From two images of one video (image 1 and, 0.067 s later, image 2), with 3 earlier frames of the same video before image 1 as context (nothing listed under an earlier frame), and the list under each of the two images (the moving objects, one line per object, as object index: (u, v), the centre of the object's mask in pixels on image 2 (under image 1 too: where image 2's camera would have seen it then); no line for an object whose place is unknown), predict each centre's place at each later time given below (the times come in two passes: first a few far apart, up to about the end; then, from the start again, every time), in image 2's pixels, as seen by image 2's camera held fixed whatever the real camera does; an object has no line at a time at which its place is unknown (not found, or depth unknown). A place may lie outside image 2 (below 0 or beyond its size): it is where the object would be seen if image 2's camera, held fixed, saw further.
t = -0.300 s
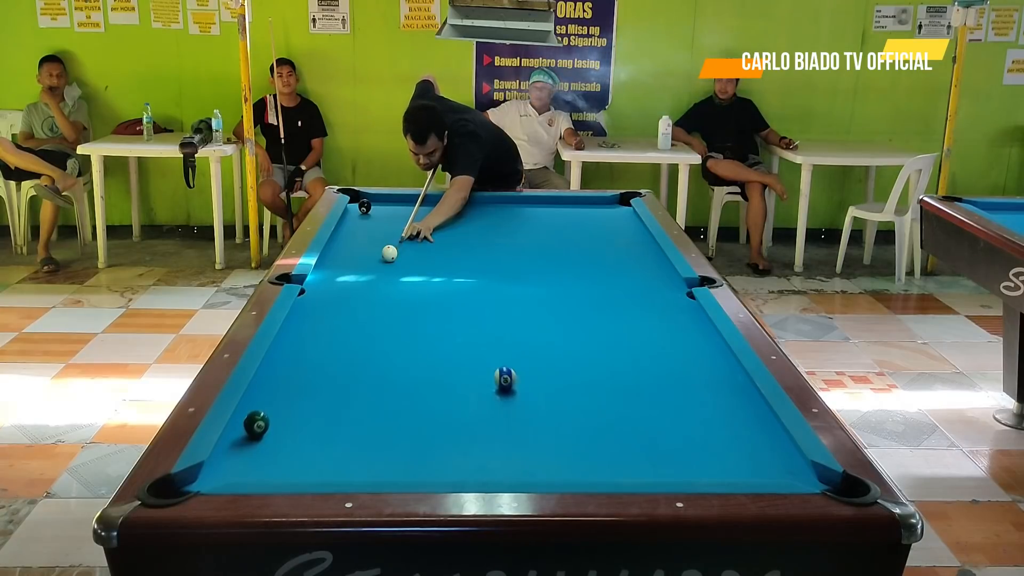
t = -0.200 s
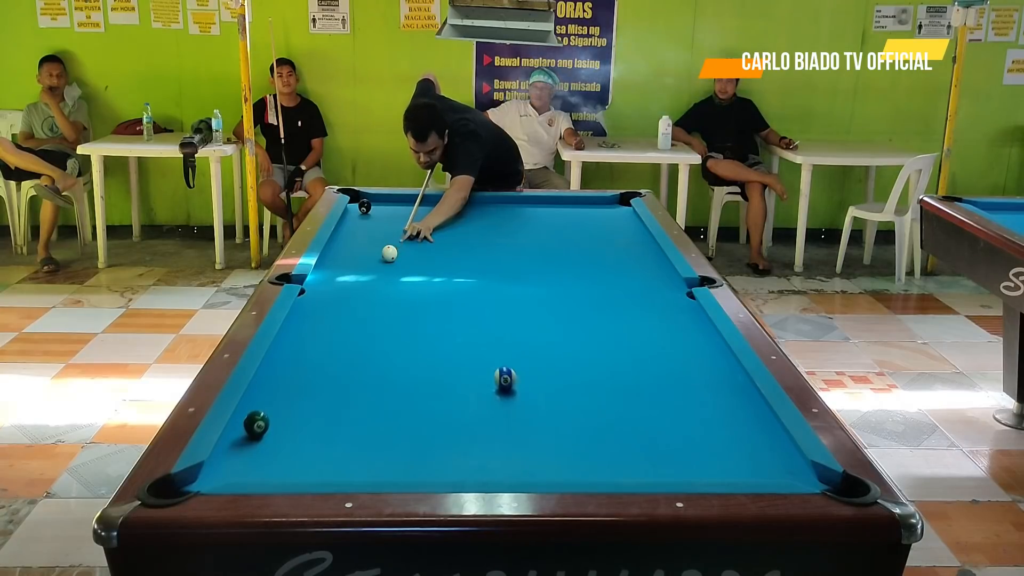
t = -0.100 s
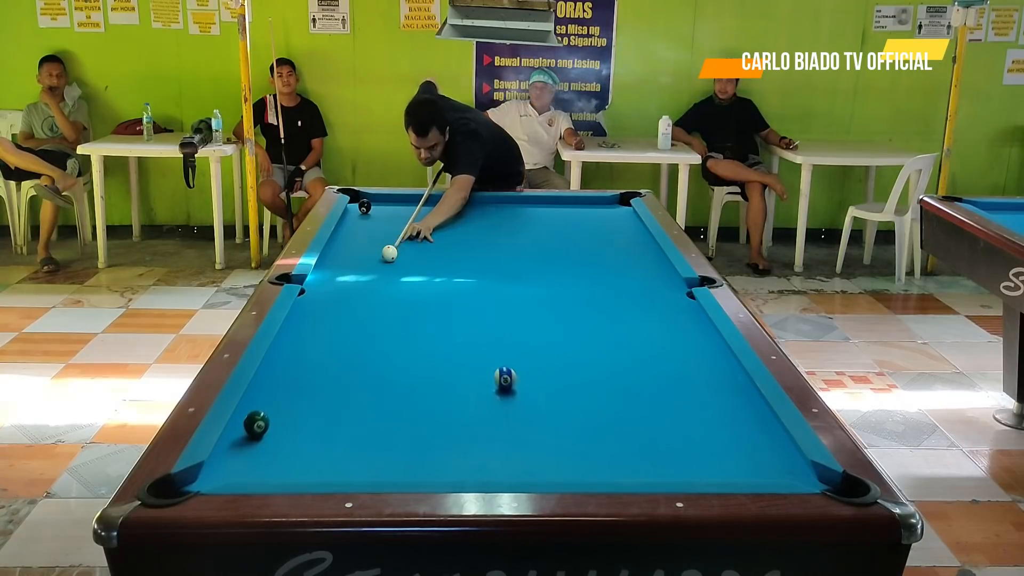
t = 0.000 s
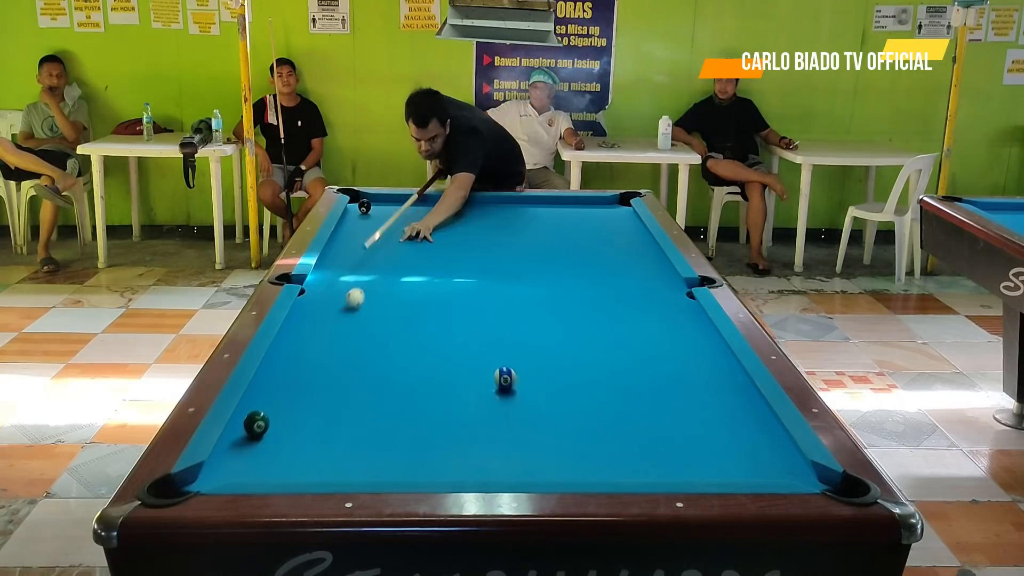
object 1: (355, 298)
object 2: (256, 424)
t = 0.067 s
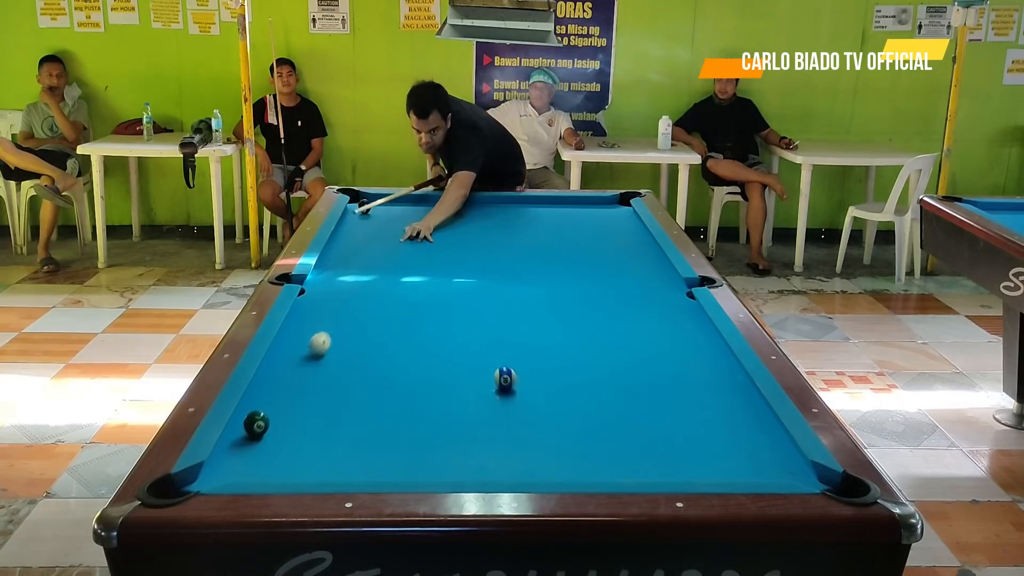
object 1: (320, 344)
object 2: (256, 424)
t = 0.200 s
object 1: (278, 413)
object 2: (211, 480)
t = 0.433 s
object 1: (323, 399)
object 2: (223, 469)
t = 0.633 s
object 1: (362, 373)
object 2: (233, 450)
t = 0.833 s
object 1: (396, 351)
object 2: (241, 433)
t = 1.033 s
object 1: (426, 332)
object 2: (248, 418)
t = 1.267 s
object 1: (456, 312)
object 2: (256, 401)
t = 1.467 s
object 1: (479, 297)
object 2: (263, 390)
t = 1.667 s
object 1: (500, 284)
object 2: (268, 379)
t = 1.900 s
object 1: (521, 271)
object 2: (274, 368)
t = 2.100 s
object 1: (538, 261)
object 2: (278, 359)
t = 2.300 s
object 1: (553, 251)
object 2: (282, 352)
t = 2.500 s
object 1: (567, 243)
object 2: (286, 345)
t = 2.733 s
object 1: (581, 234)
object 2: (289, 338)
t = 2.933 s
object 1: (593, 227)
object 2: (292, 333)
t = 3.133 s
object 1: (603, 220)
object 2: (295, 328)
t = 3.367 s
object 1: (615, 213)
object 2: (298, 323)
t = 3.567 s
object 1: (624, 208)
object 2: (301, 320)
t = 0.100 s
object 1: (300, 370)
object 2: (256, 424)
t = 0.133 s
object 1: (276, 402)
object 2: (256, 424)
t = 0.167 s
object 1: (272, 412)
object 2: (229, 453)
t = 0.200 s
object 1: (278, 413)
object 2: (211, 480)
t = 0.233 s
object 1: (284, 413)
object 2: (196, 476)
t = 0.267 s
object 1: (290, 413)
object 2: (206, 478)
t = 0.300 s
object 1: (297, 411)
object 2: (215, 479)
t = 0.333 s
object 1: (303, 409)
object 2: (217, 476)
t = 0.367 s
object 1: (310, 406)
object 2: (219, 474)
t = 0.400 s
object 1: (317, 403)
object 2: (221, 472)
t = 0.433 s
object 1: (323, 399)
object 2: (223, 469)
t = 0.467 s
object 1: (330, 395)
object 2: (225, 466)
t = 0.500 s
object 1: (337, 390)
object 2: (227, 463)
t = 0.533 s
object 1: (343, 386)
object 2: (228, 460)
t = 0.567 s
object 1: (350, 382)
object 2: (230, 456)
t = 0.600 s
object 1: (356, 377)
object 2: (231, 453)
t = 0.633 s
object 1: (362, 373)
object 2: (233, 450)
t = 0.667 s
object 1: (368, 370)
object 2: (234, 447)
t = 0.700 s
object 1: (374, 366)
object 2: (236, 444)
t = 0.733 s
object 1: (380, 362)
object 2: (237, 441)
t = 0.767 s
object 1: (385, 358)
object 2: (238, 439)
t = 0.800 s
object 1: (391, 355)
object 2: (240, 435)
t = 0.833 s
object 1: (396, 351)
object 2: (241, 433)
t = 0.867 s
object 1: (401, 348)
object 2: (242, 430)
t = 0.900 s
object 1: (407, 344)
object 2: (244, 428)
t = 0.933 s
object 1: (411, 341)
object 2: (245, 426)
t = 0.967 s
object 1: (416, 338)
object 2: (246, 423)
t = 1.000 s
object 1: (421, 335)
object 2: (247, 420)
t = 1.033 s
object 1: (426, 332)
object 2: (248, 418)
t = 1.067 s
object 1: (431, 328)
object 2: (250, 416)
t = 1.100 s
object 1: (435, 326)
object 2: (251, 413)
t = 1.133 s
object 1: (439, 323)
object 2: (252, 410)
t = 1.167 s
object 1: (444, 320)
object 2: (253, 408)
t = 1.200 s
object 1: (448, 318)
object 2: (254, 406)
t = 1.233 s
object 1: (452, 315)
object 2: (255, 404)
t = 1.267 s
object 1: (456, 312)
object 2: (256, 401)
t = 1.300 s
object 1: (460, 310)
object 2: (258, 399)
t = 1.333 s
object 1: (464, 307)
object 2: (259, 397)
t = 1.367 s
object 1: (468, 305)
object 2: (260, 396)
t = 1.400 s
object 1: (472, 302)
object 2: (261, 394)
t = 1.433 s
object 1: (475, 300)
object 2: (262, 391)
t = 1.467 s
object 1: (479, 297)
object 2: (263, 390)
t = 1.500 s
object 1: (483, 295)
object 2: (264, 388)
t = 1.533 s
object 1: (486, 293)
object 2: (264, 386)
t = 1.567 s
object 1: (490, 291)
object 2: (265, 384)
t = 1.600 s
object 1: (493, 288)
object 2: (266, 383)
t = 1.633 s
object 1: (496, 286)
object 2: (267, 381)
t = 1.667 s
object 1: (500, 284)
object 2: (268, 379)
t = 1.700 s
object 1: (503, 282)
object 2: (269, 377)
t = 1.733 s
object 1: (506, 280)
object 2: (270, 376)
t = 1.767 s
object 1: (509, 278)
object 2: (271, 374)
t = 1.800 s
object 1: (512, 276)
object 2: (271, 372)
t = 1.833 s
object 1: (515, 275)
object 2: (272, 371)
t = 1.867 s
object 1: (518, 273)
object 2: (273, 369)
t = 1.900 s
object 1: (521, 271)
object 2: (274, 368)
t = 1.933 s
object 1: (524, 269)
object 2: (274, 366)
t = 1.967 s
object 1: (527, 267)
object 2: (275, 365)
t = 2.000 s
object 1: (530, 266)
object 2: (276, 364)
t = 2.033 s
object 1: (532, 264)
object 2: (277, 362)
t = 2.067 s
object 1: (535, 262)
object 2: (277, 361)
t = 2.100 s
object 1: (538, 261)
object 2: (278, 359)
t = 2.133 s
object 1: (540, 259)
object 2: (279, 358)
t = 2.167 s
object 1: (543, 257)
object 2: (279, 357)
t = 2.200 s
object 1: (545, 256)
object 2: (280, 355)
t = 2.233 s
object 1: (548, 254)
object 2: (280, 354)
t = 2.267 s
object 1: (550, 253)
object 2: (281, 353)
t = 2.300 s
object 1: (553, 251)
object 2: (282, 352)
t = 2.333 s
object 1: (555, 250)
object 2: (282, 350)
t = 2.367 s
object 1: (557, 248)
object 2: (283, 349)
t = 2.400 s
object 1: (560, 247)
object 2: (284, 348)
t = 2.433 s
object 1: (562, 245)
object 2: (284, 347)
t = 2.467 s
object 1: (564, 244)
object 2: (285, 346)
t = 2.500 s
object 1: (567, 243)
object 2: (286, 345)
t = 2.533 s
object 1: (569, 241)
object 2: (286, 344)
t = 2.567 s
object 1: (571, 240)
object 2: (287, 343)
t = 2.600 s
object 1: (573, 239)
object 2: (287, 342)
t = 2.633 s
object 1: (575, 237)
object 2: (288, 341)
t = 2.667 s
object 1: (577, 236)
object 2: (288, 340)
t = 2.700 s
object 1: (579, 235)
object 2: (289, 339)
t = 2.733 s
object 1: (581, 234)
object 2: (289, 338)
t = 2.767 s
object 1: (583, 232)
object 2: (290, 337)
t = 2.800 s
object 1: (585, 231)
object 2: (290, 336)
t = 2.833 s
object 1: (587, 230)
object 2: (291, 335)
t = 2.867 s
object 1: (589, 229)
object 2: (291, 334)
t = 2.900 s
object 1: (591, 228)
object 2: (292, 333)
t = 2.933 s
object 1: (593, 227)
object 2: (292, 333)
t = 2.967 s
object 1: (595, 226)
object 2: (293, 332)
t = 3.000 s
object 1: (596, 224)
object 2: (293, 331)
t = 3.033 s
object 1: (598, 223)
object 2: (294, 330)
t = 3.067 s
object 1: (600, 222)
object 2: (294, 329)
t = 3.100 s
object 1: (602, 221)
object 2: (294, 329)
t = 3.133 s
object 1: (603, 220)
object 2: (295, 328)
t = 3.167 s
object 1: (605, 219)
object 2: (295, 327)
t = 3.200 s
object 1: (607, 218)
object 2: (296, 327)
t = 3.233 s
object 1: (608, 217)
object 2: (296, 326)
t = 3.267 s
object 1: (610, 216)
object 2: (297, 325)
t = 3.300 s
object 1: (612, 215)
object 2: (297, 324)
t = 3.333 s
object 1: (613, 214)
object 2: (298, 324)
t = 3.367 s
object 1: (615, 213)
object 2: (298, 323)
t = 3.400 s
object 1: (616, 212)
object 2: (299, 322)
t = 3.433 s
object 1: (618, 212)
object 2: (299, 322)
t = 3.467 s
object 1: (619, 211)
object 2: (300, 321)
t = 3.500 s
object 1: (621, 210)
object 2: (300, 321)
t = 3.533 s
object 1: (622, 209)
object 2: (300, 320)
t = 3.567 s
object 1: (624, 208)
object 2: (301, 320)
